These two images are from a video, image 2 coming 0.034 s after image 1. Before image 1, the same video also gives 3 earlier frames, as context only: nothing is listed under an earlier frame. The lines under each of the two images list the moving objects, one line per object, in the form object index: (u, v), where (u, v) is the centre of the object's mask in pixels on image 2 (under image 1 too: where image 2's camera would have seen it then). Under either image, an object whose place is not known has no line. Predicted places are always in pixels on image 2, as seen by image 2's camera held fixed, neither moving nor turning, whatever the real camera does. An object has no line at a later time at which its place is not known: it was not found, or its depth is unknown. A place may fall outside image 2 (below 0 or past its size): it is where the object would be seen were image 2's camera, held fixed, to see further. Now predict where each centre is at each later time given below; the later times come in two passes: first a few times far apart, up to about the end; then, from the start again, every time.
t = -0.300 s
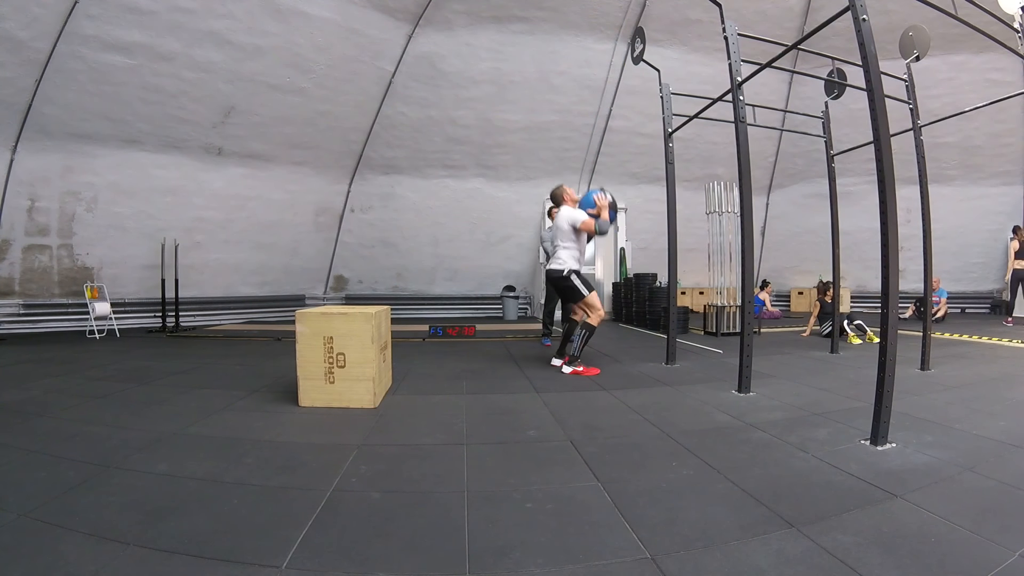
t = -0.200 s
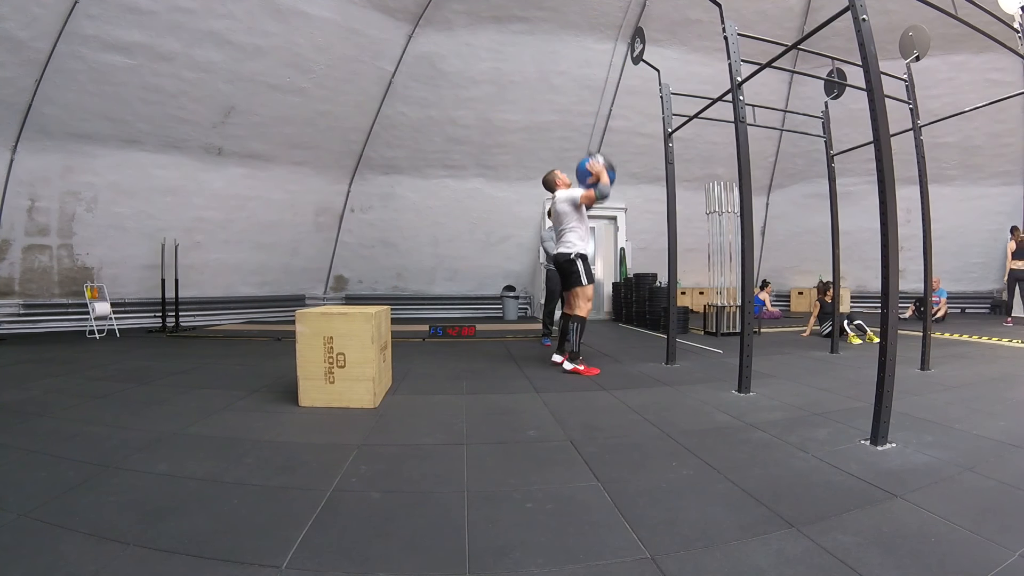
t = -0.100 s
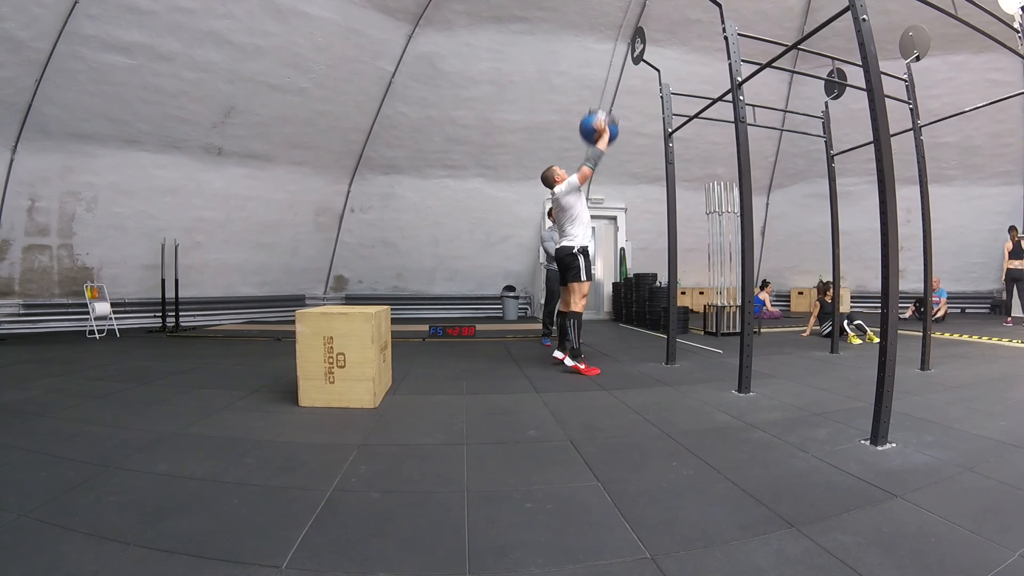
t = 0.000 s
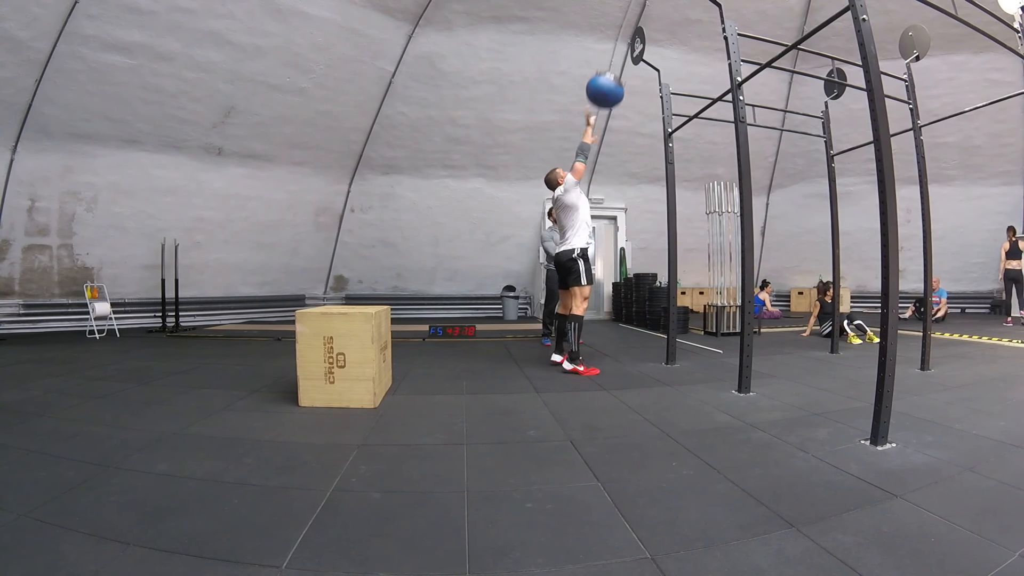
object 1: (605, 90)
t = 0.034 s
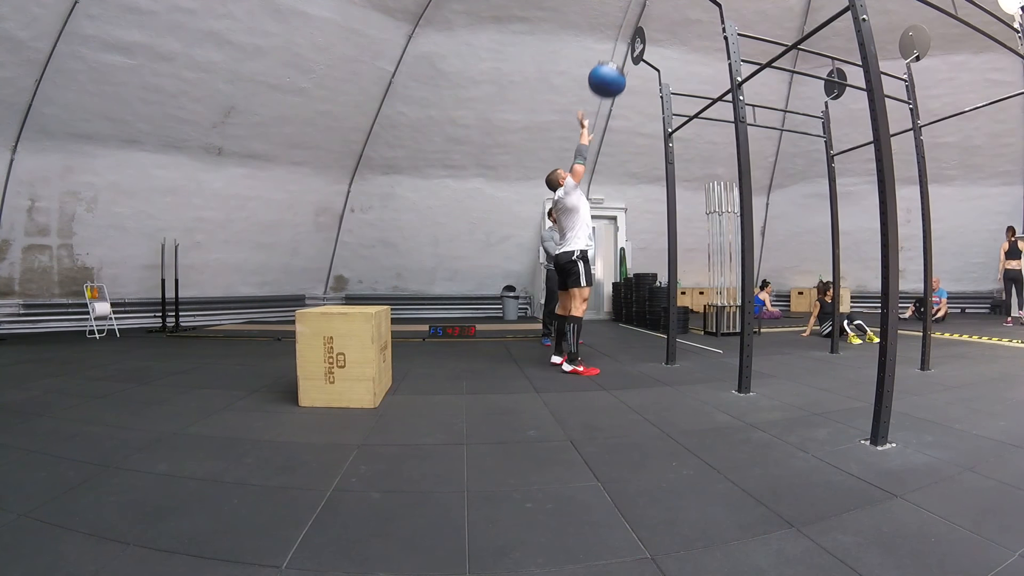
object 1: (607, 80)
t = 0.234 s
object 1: (619, 43)
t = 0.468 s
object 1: (613, 41)
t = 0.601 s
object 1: (607, 60)
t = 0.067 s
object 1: (609, 71)
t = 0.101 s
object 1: (611, 63)
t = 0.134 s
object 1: (613, 56)
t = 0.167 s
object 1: (615, 51)
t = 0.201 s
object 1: (617, 46)
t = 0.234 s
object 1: (619, 43)
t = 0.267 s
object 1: (620, 40)
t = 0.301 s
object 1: (620, 38)
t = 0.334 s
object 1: (620, 37)
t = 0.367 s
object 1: (618, 37)
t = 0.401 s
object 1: (617, 37)
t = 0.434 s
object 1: (615, 38)
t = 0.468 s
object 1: (613, 41)
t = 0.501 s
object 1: (612, 44)
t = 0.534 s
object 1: (610, 48)
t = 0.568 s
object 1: (609, 53)
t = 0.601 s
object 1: (607, 60)
